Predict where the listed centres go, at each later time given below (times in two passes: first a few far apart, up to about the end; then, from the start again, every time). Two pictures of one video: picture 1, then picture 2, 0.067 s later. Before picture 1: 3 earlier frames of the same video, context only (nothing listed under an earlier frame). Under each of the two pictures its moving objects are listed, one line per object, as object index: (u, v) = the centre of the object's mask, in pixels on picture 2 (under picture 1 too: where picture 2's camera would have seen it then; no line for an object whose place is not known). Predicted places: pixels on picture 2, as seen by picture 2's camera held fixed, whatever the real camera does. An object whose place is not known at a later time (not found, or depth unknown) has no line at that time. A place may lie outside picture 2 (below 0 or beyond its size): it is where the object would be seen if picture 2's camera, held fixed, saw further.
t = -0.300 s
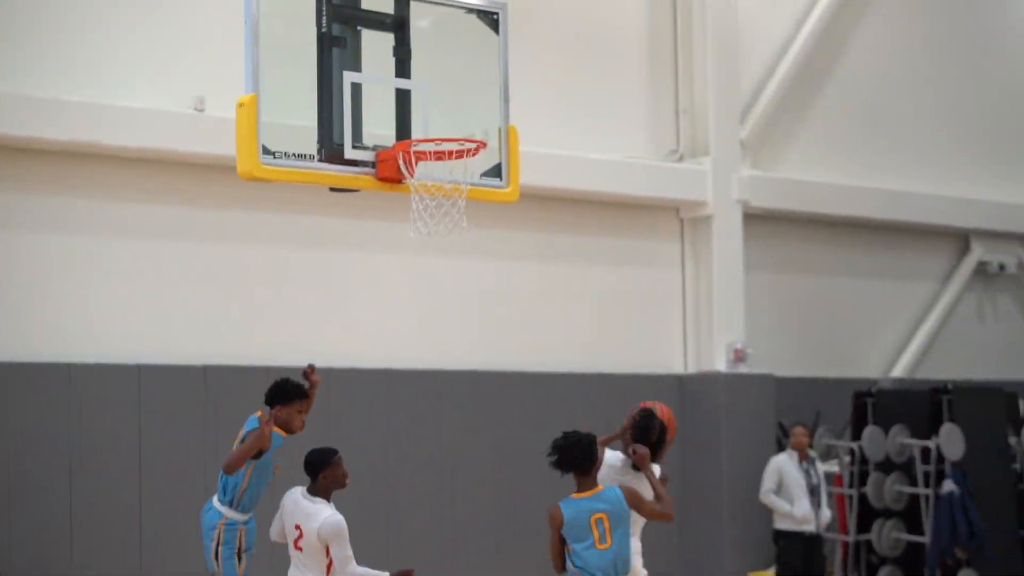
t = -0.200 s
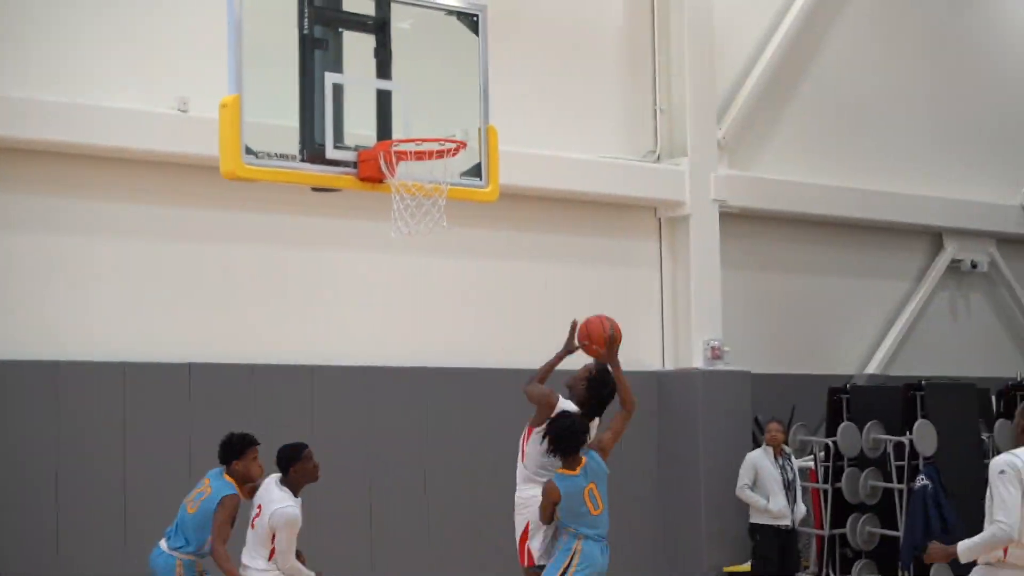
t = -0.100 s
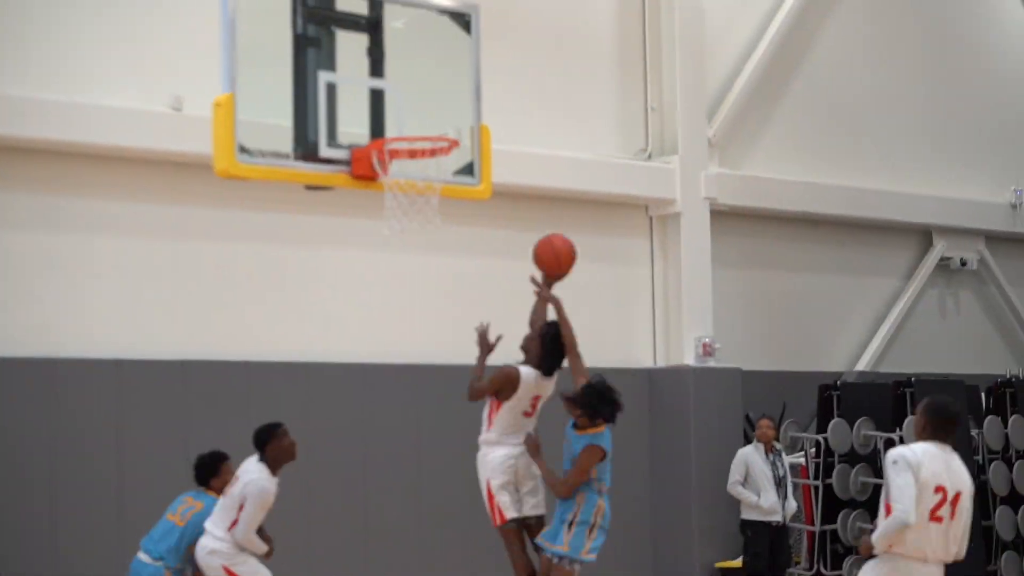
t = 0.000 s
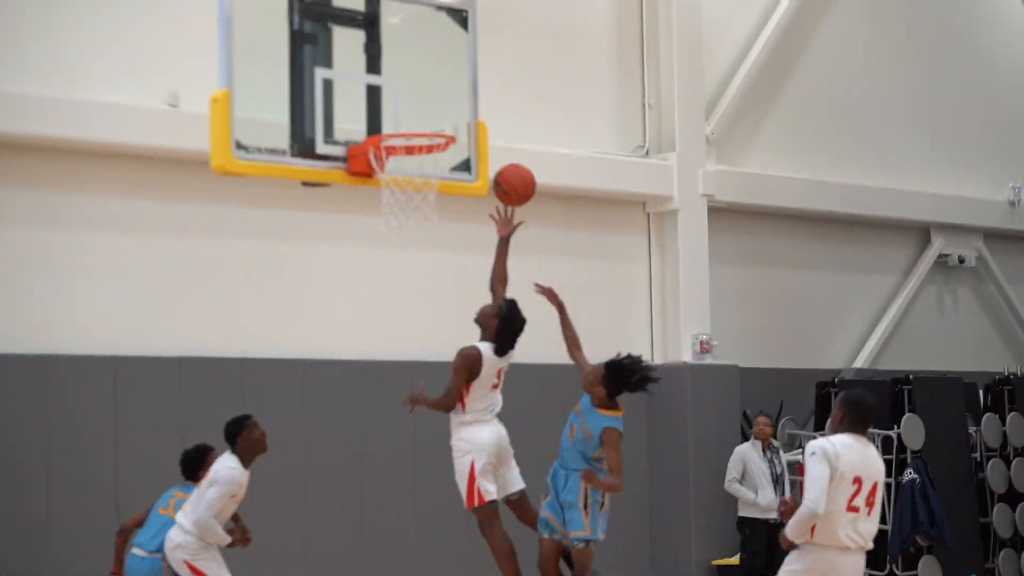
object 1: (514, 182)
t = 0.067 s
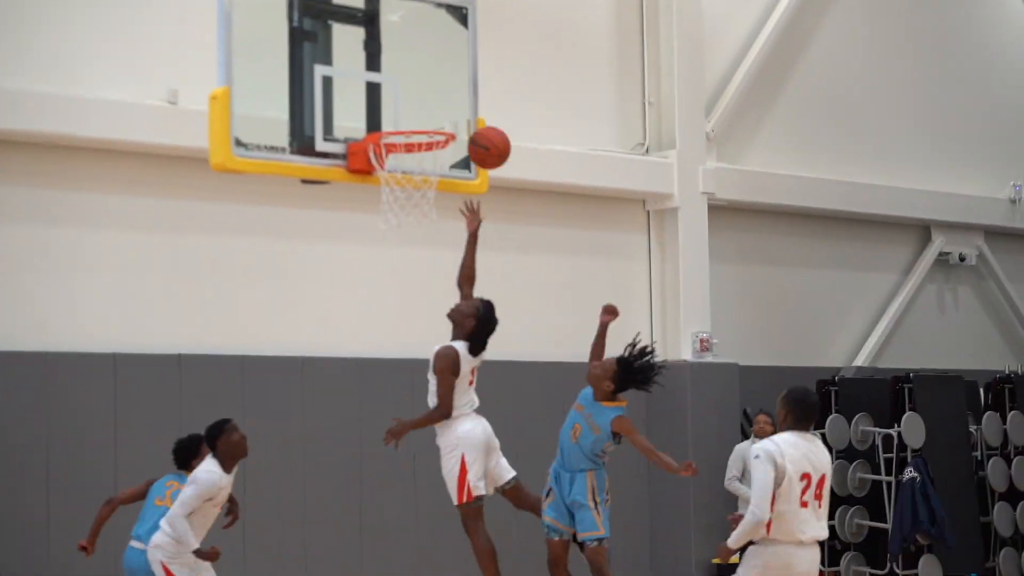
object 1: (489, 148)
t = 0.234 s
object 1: (427, 95)
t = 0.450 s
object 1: (395, 90)
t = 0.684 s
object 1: (393, 168)
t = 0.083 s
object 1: (483, 140)
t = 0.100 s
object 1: (477, 133)
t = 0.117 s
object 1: (471, 127)
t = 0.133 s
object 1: (464, 120)
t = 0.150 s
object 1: (458, 115)
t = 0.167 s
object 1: (452, 110)
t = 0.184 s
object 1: (445, 106)
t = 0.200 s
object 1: (439, 102)
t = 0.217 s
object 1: (433, 98)
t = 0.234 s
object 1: (427, 95)
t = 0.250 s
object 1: (421, 92)
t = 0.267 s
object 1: (415, 91)
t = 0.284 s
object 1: (409, 89)
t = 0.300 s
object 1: (403, 88)
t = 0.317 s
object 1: (398, 87)
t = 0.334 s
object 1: (397, 86)
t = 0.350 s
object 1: (397, 85)
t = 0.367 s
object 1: (397, 84)
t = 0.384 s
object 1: (396, 84)
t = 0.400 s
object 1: (396, 85)
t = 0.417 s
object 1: (395, 86)
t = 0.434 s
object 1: (396, 88)
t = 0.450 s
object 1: (395, 90)
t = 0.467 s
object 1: (394, 92)
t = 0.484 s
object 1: (394, 95)
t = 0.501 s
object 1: (394, 99)
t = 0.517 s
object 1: (394, 103)
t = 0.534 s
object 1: (393, 107)
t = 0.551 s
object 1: (393, 112)
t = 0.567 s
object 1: (394, 115)
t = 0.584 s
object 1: (394, 119)
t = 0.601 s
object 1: (393, 122)
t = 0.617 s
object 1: (396, 139)
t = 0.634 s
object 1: (395, 148)
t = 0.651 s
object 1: (394, 157)
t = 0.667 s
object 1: (393, 162)
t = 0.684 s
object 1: (393, 168)
